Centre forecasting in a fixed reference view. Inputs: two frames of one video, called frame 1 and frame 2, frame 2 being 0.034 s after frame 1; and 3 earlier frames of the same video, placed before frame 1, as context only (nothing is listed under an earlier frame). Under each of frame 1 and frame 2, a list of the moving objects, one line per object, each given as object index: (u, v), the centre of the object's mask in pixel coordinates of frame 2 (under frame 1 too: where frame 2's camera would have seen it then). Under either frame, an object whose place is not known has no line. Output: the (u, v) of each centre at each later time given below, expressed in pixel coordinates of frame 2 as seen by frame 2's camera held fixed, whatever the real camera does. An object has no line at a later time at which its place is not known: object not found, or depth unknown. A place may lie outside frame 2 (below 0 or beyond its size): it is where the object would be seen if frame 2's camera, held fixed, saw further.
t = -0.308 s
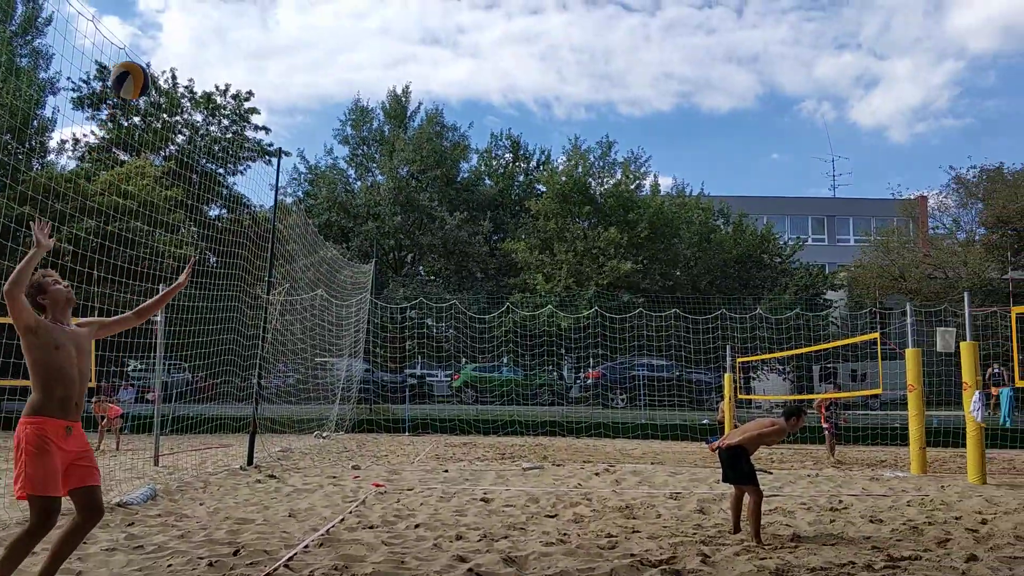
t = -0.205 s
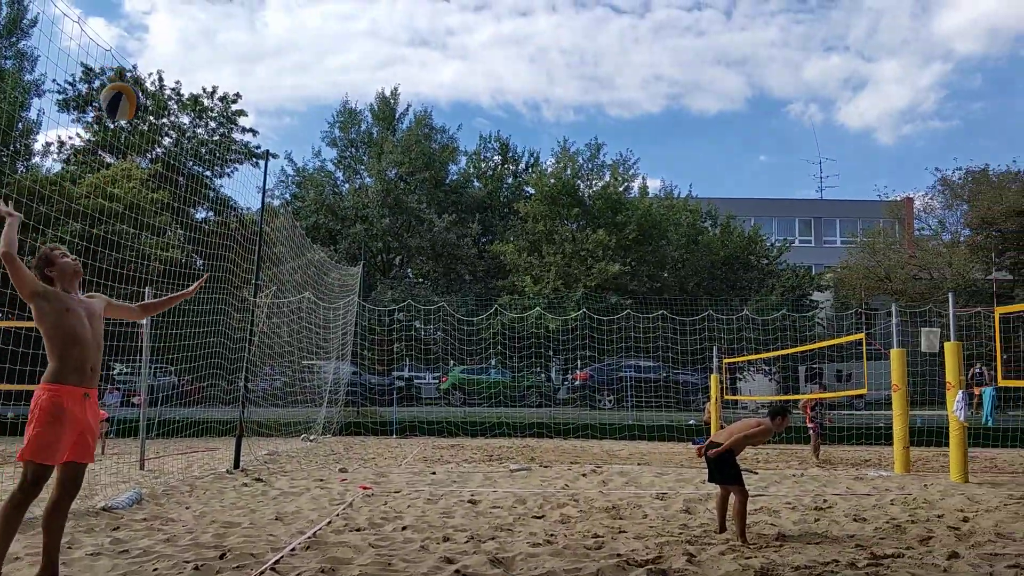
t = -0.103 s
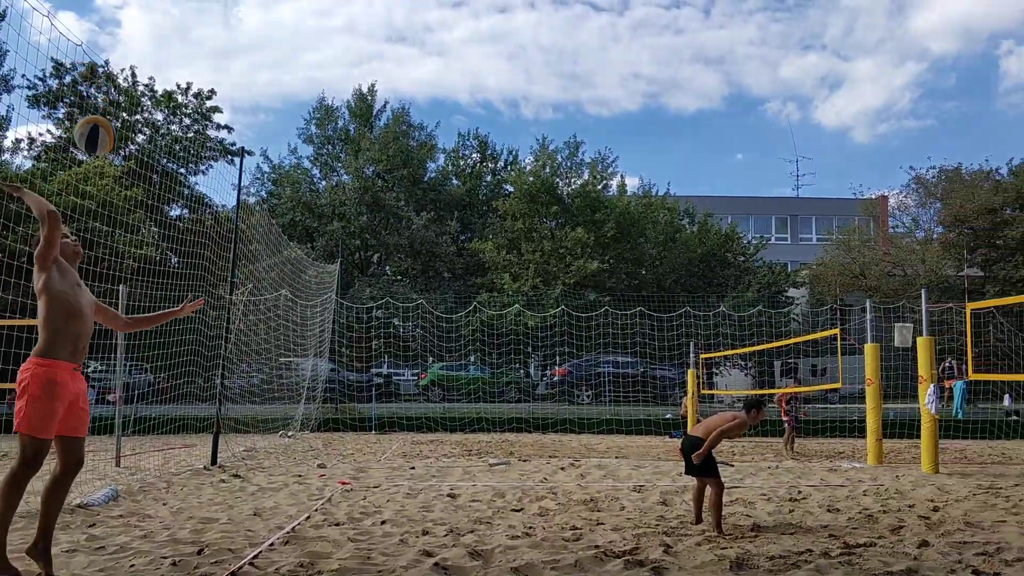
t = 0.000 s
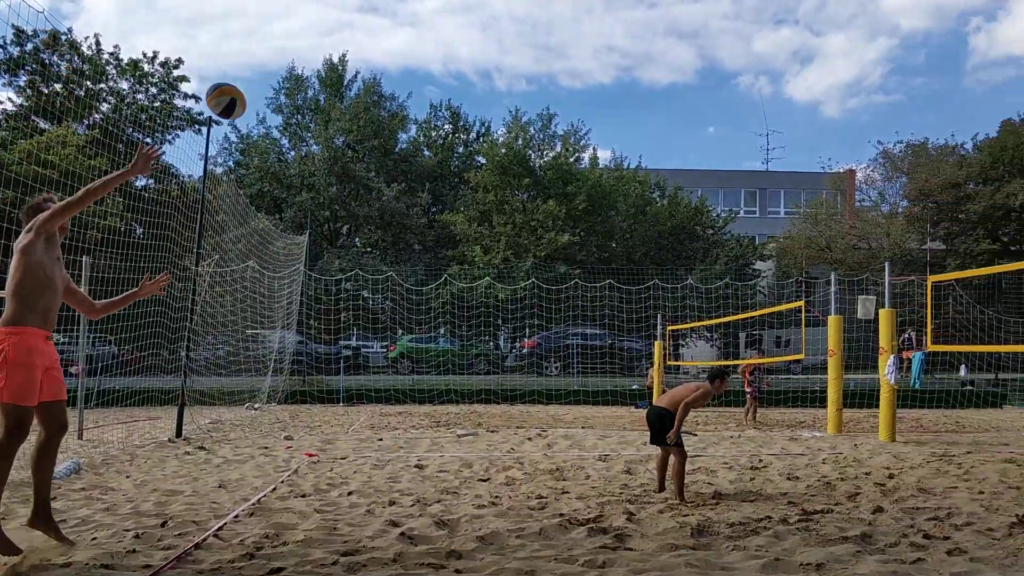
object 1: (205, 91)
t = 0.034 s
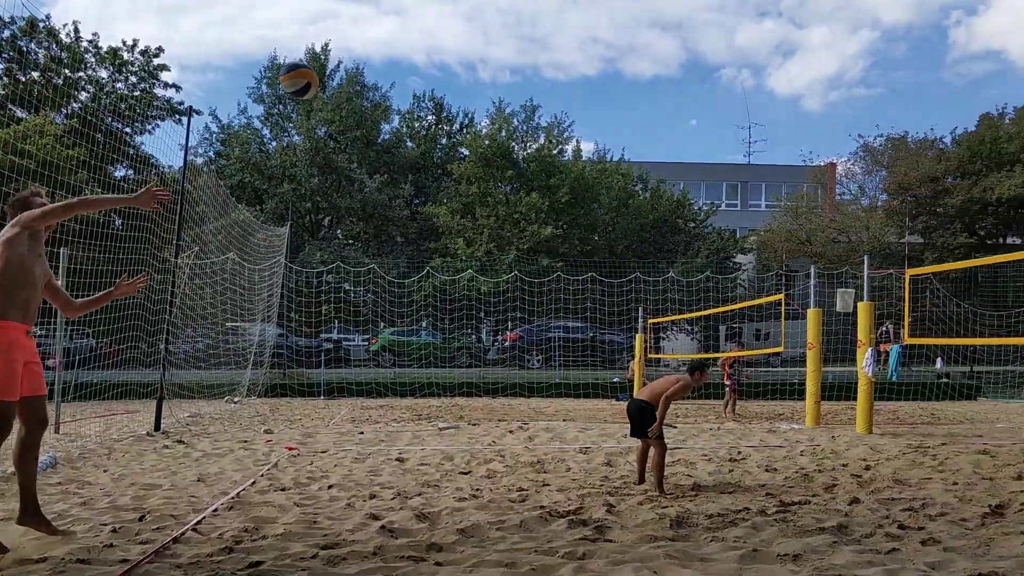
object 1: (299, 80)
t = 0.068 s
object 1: (388, 73)
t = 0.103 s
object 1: (472, 66)
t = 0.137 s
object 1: (553, 61)
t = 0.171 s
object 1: (630, 59)
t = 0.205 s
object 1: (705, 58)
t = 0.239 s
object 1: (776, 55)
